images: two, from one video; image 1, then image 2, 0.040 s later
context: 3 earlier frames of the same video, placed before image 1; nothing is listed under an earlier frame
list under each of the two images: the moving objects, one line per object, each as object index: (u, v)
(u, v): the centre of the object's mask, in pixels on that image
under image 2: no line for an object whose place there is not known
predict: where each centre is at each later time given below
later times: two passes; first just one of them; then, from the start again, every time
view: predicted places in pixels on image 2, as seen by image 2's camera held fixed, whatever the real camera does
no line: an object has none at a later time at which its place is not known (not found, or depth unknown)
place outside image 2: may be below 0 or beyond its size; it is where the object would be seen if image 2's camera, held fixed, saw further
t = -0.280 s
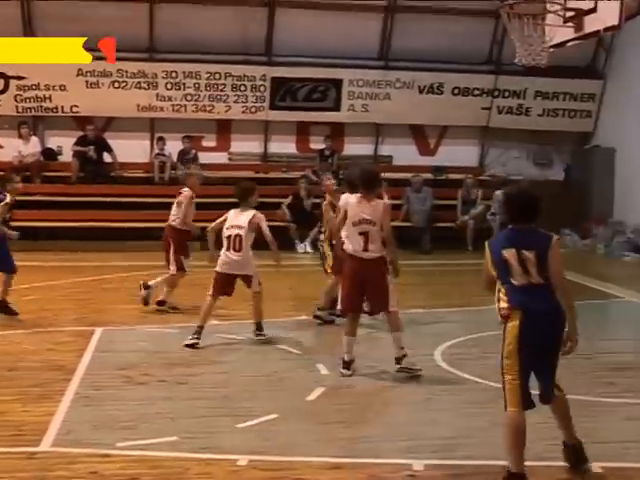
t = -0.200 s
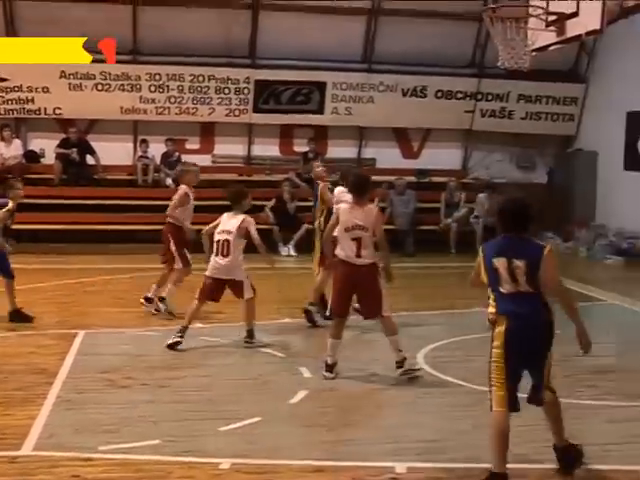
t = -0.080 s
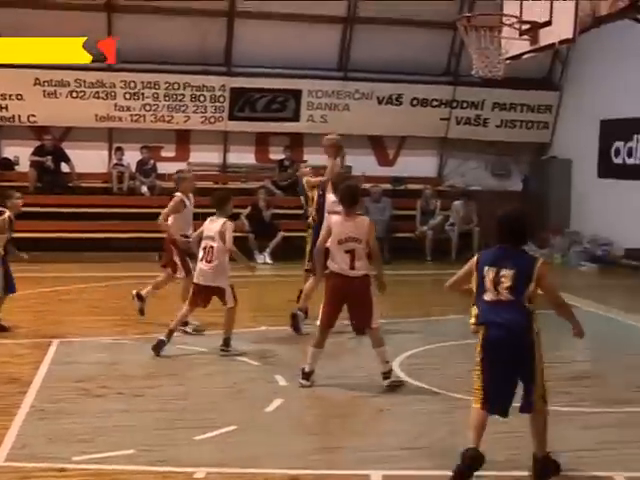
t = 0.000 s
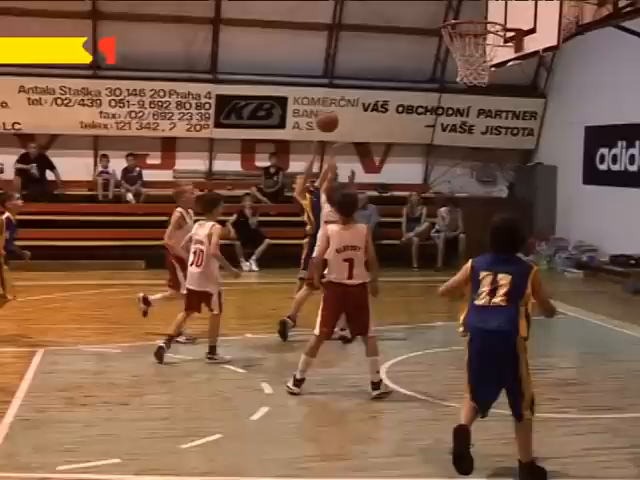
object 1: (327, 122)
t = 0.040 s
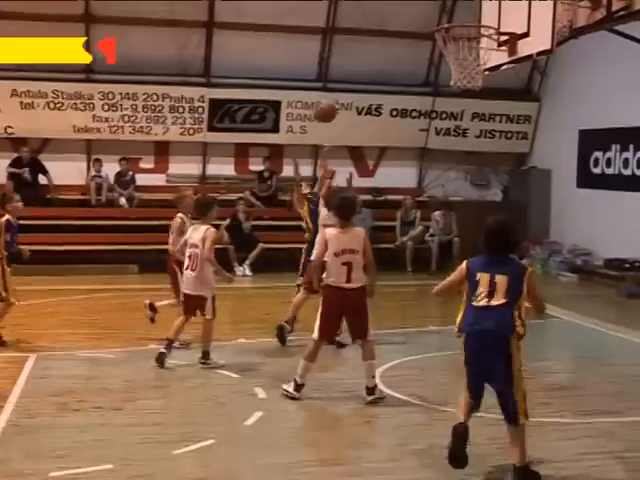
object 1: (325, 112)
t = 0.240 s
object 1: (350, 64)
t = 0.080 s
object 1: (331, 97)
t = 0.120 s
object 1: (335, 87)
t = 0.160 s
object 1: (340, 76)
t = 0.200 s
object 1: (344, 69)
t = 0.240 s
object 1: (350, 64)
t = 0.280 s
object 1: (354, 59)
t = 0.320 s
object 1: (360, 57)
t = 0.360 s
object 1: (364, 55)
